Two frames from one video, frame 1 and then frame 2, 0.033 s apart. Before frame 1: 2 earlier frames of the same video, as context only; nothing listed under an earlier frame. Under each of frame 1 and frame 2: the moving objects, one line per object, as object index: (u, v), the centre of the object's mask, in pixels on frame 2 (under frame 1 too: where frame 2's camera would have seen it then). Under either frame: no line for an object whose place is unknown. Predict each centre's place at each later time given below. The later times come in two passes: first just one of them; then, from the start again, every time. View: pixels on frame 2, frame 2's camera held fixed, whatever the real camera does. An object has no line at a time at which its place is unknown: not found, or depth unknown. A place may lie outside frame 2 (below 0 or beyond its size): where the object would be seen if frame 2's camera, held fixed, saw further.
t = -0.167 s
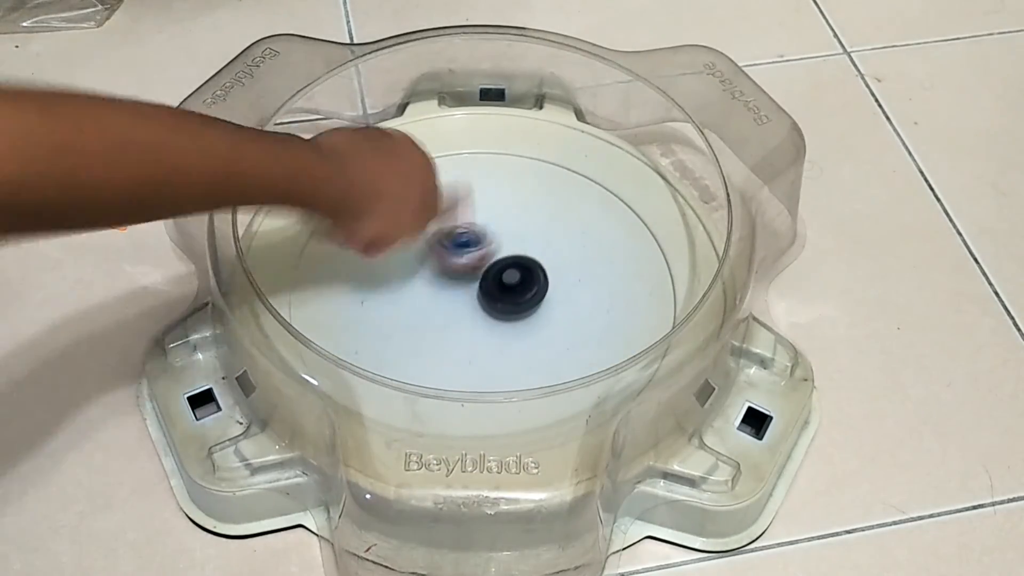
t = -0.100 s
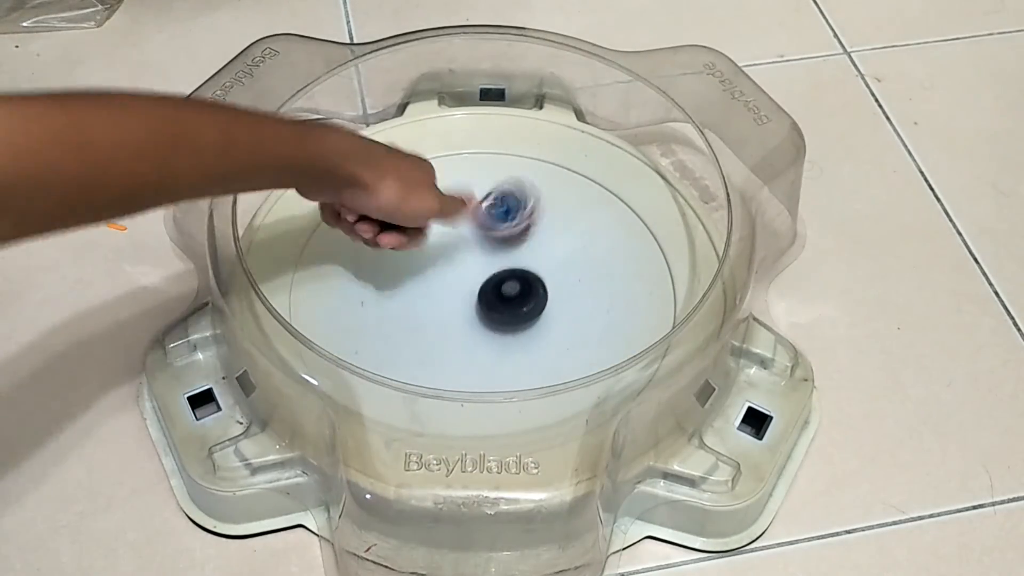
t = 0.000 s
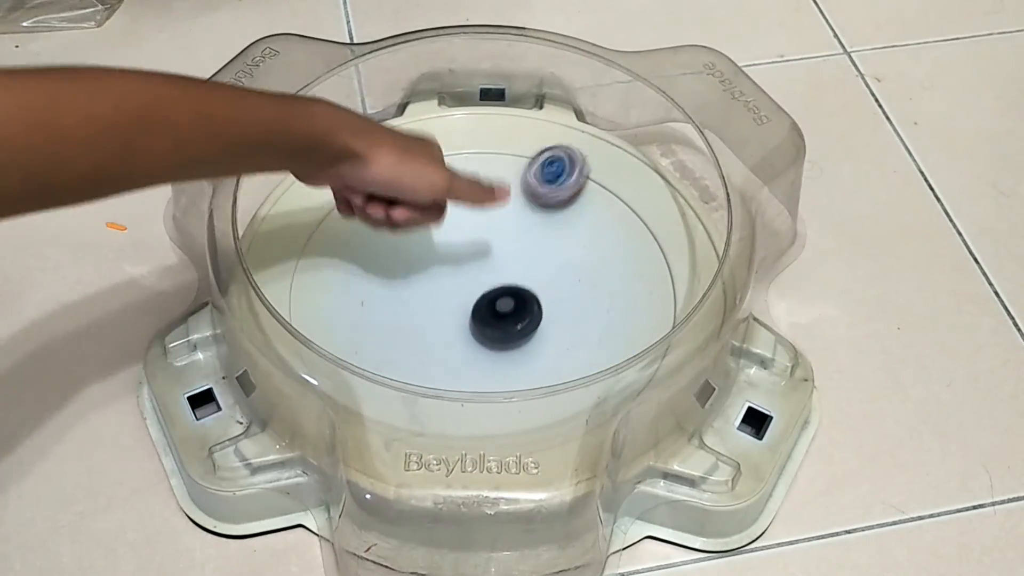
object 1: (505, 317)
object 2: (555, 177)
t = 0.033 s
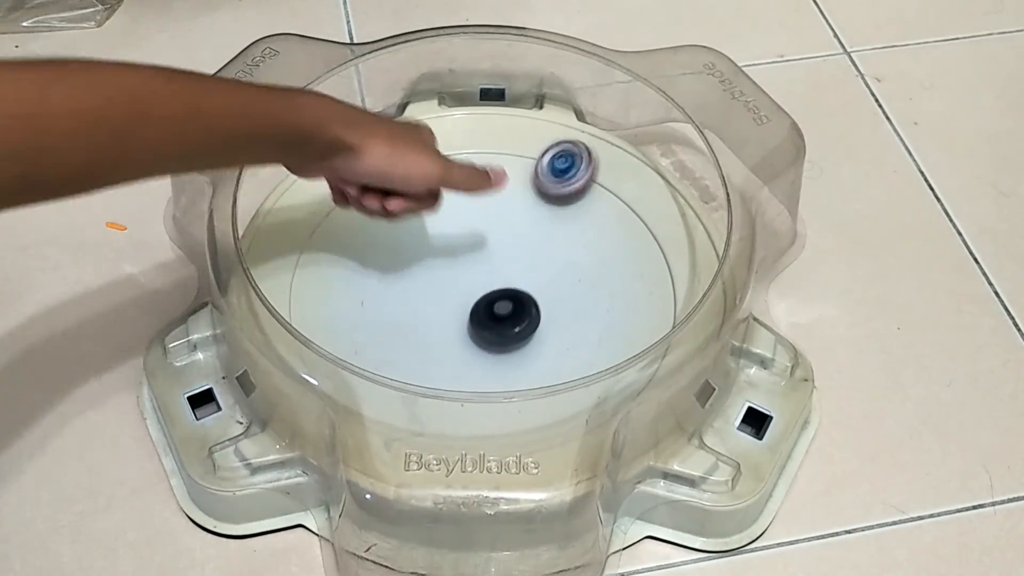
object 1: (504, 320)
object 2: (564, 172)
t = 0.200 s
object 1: (491, 328)
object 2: (560, 191)
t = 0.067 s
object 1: (501, 322)
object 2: (570, 170)
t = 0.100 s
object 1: (498, 323)
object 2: (571, 174)
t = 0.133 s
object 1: (496, 324)
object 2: (569, 179)
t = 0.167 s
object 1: (493, 326)
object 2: (566, 185)
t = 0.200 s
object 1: (491, 328)
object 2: (560, 191)
